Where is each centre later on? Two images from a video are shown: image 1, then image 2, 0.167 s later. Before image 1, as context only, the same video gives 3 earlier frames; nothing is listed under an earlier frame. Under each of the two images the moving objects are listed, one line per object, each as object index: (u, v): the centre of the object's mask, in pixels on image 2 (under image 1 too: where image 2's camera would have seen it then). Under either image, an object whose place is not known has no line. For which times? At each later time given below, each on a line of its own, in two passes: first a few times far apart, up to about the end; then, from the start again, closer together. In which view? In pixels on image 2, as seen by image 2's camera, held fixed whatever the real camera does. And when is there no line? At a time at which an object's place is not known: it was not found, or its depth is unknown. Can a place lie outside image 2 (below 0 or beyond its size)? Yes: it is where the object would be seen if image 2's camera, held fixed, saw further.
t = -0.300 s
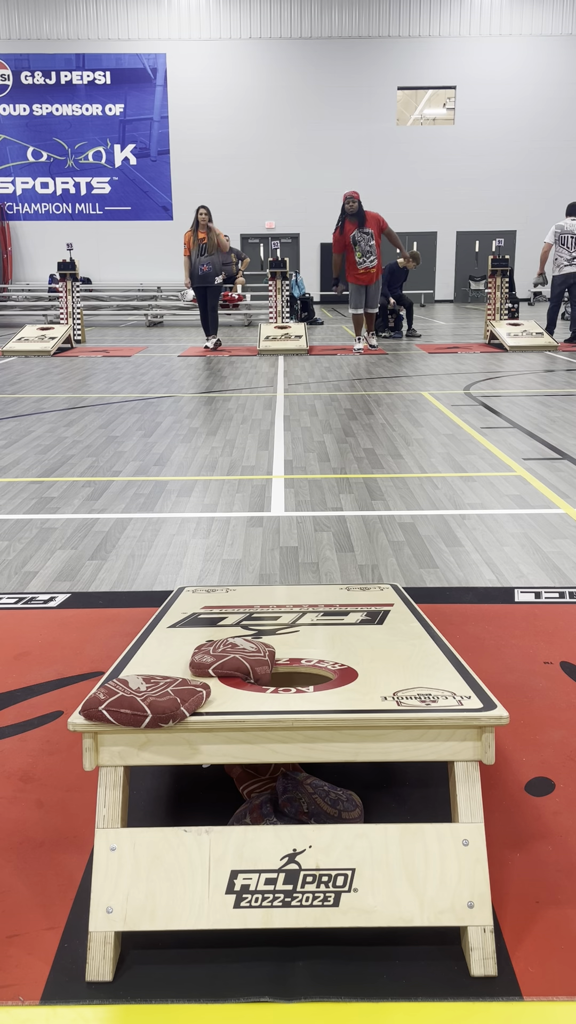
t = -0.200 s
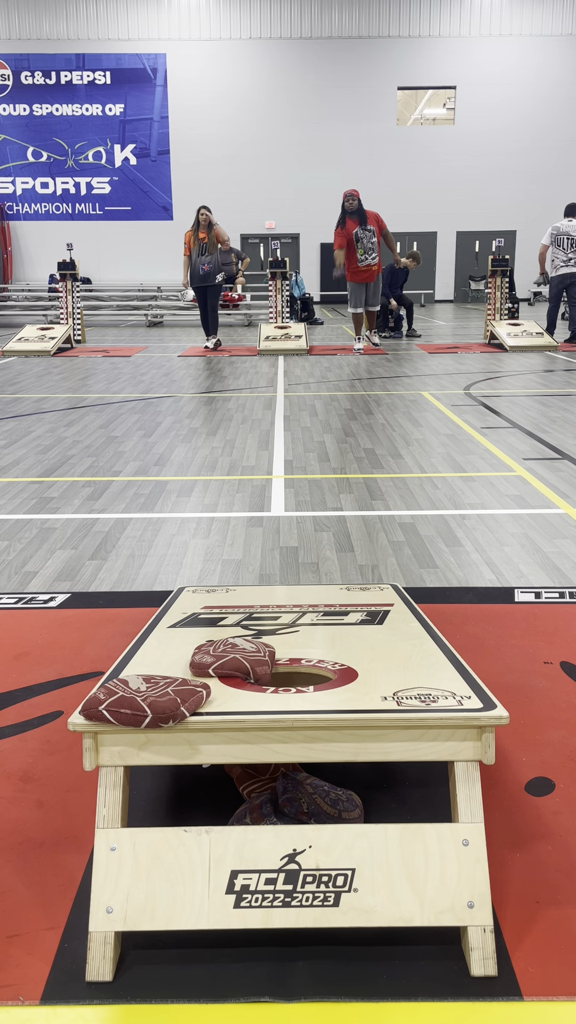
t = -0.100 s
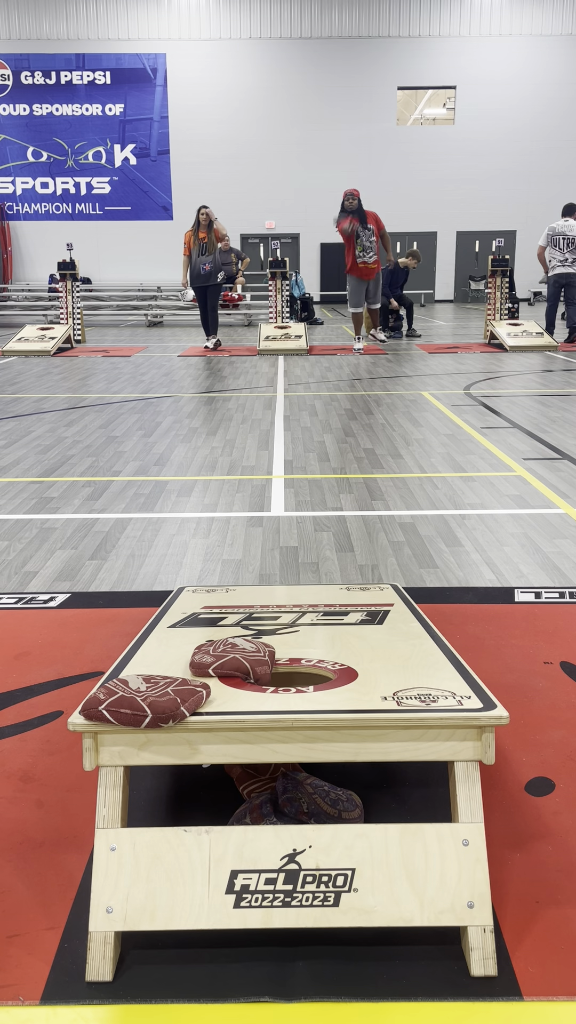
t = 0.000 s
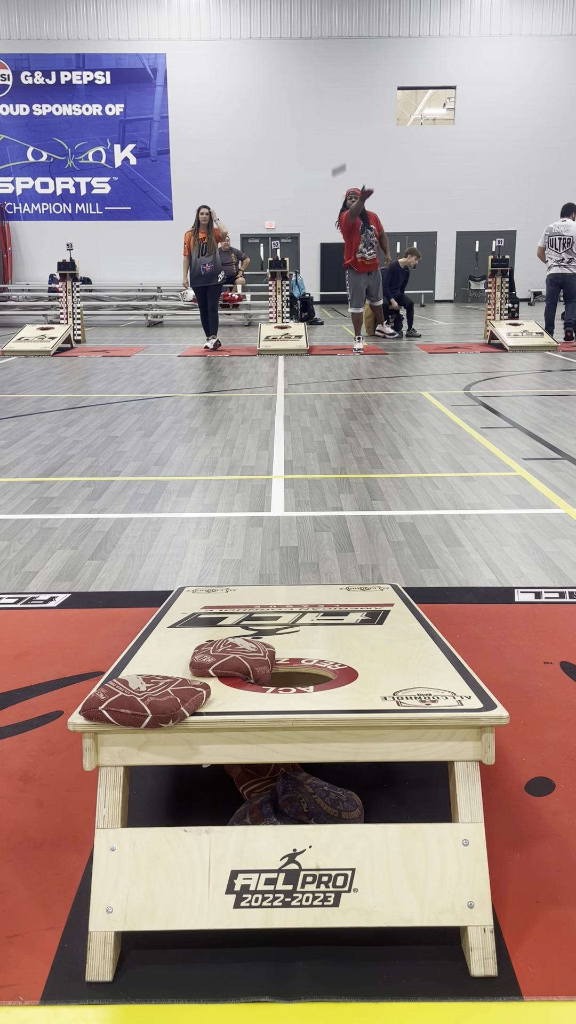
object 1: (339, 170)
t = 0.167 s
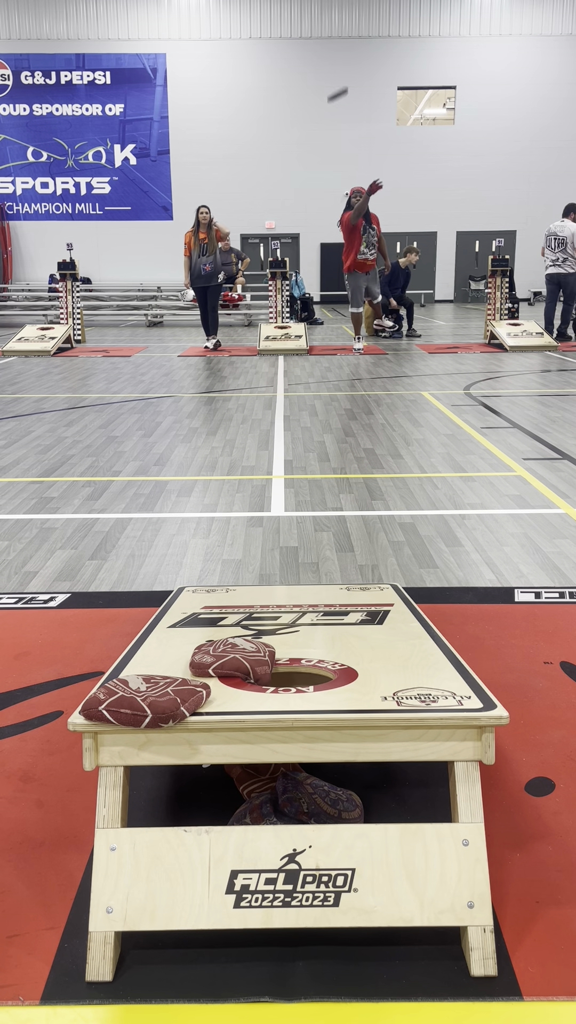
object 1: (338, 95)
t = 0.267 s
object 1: (338, 57)
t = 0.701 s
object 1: (335, 58)
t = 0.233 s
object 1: (338, 69)
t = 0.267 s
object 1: (338, 57)
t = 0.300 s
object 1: (338, 46)
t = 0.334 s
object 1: (338, 37)
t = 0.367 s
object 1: (337, 29)
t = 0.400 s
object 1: (337, 23)
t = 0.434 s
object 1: (336, 18)
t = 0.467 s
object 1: (336, 14)
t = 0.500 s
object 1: (336, 12)
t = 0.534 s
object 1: (336, 13)
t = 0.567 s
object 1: (336, 16)
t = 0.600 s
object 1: (336, 21)
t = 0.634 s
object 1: (335, 30)
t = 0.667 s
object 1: (335, 42)
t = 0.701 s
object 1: (335, 58)
